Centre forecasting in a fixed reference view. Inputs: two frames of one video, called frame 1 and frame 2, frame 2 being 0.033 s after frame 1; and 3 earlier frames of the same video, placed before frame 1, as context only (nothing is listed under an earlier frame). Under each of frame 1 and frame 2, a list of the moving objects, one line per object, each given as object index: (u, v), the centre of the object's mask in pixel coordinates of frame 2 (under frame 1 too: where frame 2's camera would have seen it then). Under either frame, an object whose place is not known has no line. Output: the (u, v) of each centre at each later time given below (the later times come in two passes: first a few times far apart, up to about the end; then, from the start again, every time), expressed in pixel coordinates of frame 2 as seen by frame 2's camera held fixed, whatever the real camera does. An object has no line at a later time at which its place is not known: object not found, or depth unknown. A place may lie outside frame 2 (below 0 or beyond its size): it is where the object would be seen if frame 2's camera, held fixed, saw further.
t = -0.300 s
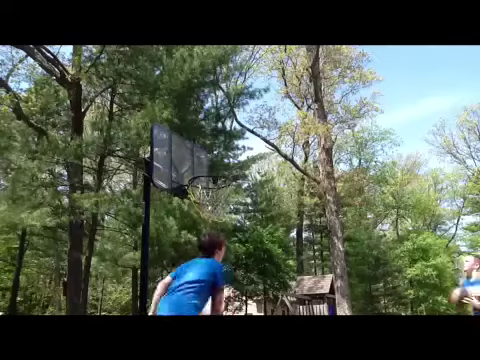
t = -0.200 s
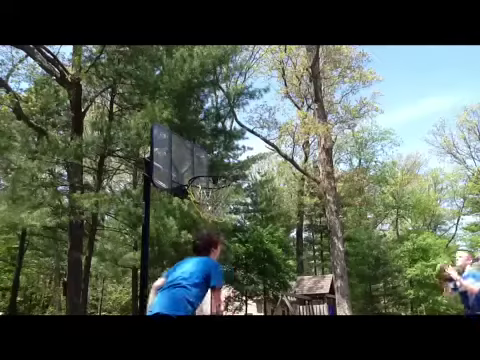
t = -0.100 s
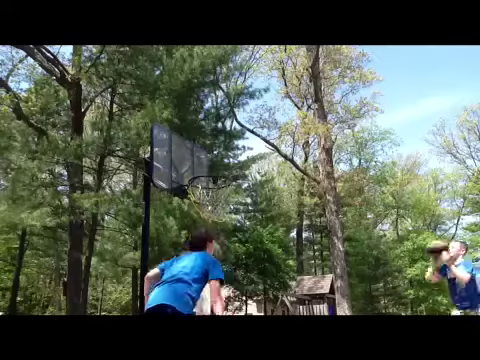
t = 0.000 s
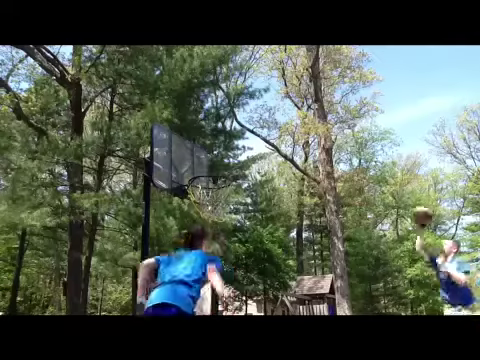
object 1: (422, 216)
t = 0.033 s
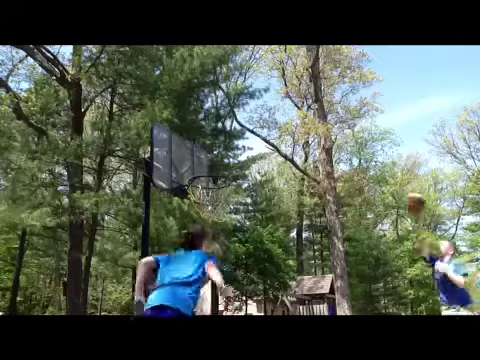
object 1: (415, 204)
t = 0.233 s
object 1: (366, 140)
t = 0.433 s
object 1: (323, 106)
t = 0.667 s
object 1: (269, 103)
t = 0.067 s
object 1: (407, 190)
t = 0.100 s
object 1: (398, 178)
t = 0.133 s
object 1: (390, 168)
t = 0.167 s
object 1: (382, 158)
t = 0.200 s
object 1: (374, 148)
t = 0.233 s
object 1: (366, 140)
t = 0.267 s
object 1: (358, 132)
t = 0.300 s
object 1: (352, 127)
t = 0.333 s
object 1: (344, 121)
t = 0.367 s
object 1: (336, 115)
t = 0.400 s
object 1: (328, 111)
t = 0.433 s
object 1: (323, 106)
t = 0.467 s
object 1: (312, 102)
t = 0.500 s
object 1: (306, 102)
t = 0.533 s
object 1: (299, 100)
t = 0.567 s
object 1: (292, 99)
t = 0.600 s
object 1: (285, 99)
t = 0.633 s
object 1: (278, 99)
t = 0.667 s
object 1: (269, 103)
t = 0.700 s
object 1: (261, 105)
